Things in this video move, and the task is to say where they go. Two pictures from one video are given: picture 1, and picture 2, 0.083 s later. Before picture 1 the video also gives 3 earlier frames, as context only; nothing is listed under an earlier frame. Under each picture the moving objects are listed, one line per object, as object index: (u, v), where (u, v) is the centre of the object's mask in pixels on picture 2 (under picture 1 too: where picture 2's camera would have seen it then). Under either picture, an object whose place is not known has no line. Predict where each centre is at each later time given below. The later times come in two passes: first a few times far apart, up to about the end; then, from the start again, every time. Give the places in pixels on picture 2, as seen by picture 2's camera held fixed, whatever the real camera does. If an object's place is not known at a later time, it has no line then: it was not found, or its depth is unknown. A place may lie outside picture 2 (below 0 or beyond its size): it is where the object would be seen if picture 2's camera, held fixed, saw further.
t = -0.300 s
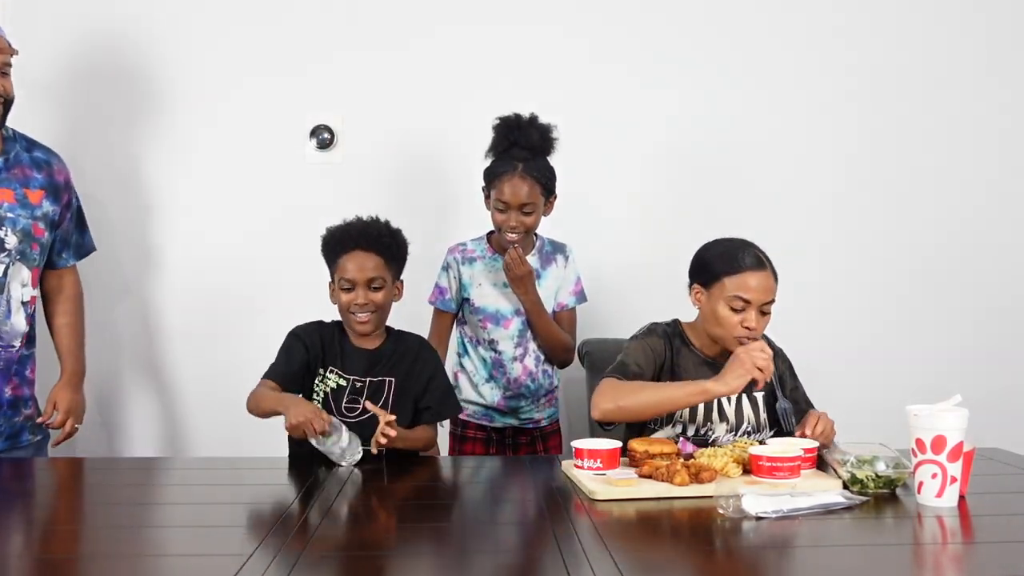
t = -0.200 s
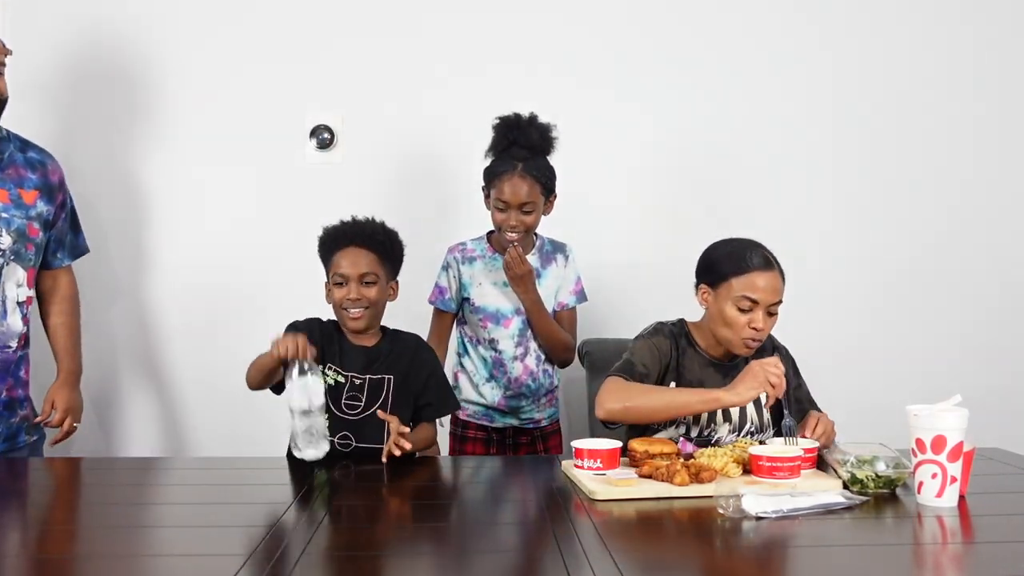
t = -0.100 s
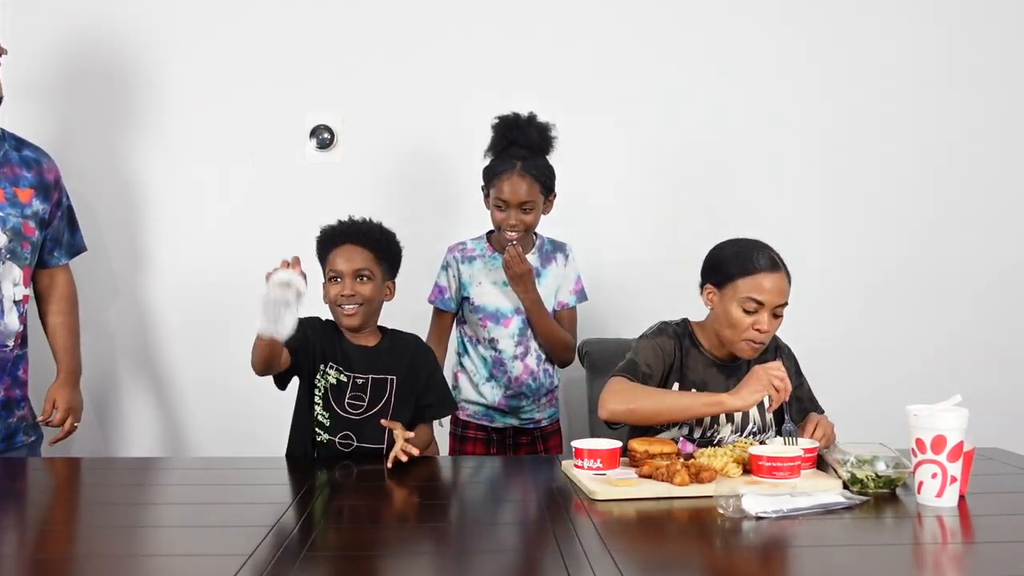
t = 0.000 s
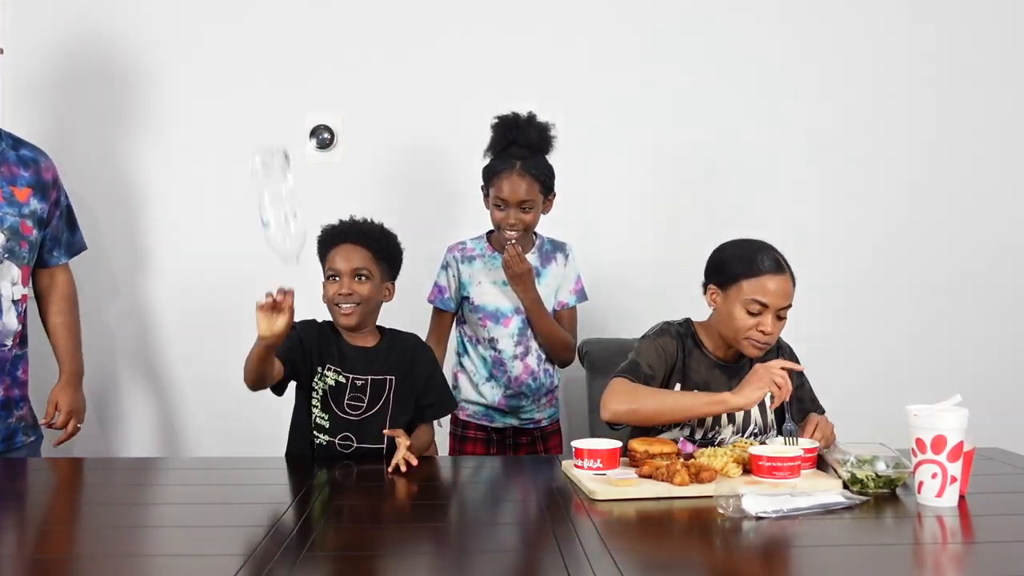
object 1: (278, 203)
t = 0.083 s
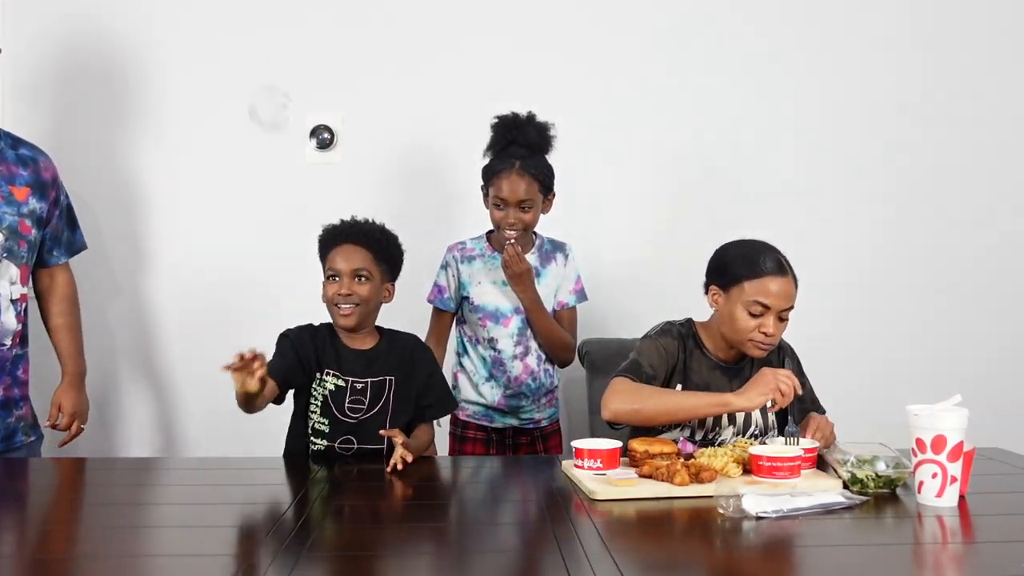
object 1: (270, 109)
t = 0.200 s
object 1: (266, 64)
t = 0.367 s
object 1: (265, 169)
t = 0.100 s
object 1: (268, 94)
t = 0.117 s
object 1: (267, 85)
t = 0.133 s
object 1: (266, 77)
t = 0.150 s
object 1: (266, 71)
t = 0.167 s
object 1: (266, 67)
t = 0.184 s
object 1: (266, 67)
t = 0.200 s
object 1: (266, 64)
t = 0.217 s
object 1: (266, 68)
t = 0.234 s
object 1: (266, 72)
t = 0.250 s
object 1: (266, 78)
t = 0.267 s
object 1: (265, 83)
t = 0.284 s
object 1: (266, 99)
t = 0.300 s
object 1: (265, 111)
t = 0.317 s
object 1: (266, 123)
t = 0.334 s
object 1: (265, 136)
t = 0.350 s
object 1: (265, 151)
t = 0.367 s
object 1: (265, 169)
